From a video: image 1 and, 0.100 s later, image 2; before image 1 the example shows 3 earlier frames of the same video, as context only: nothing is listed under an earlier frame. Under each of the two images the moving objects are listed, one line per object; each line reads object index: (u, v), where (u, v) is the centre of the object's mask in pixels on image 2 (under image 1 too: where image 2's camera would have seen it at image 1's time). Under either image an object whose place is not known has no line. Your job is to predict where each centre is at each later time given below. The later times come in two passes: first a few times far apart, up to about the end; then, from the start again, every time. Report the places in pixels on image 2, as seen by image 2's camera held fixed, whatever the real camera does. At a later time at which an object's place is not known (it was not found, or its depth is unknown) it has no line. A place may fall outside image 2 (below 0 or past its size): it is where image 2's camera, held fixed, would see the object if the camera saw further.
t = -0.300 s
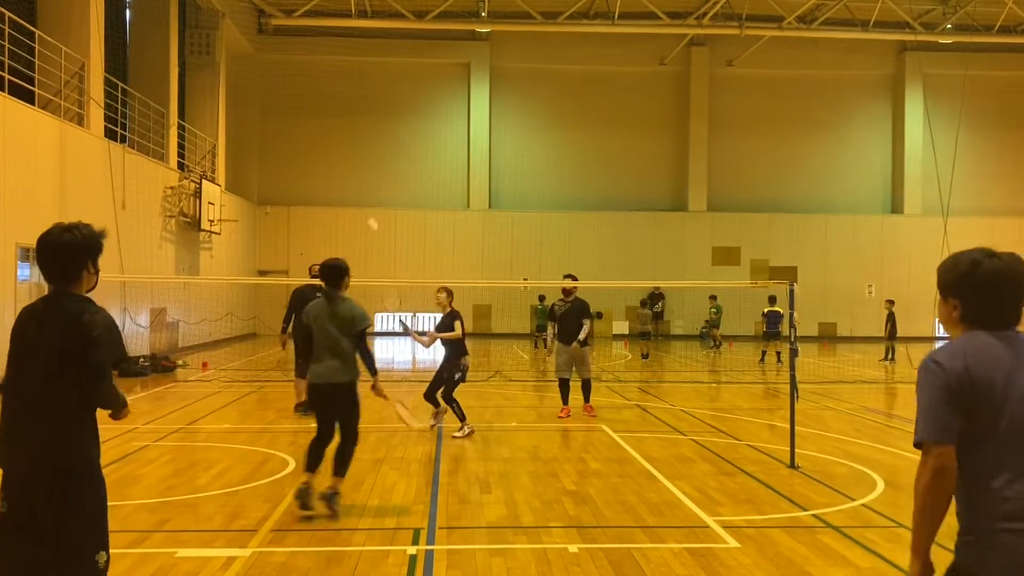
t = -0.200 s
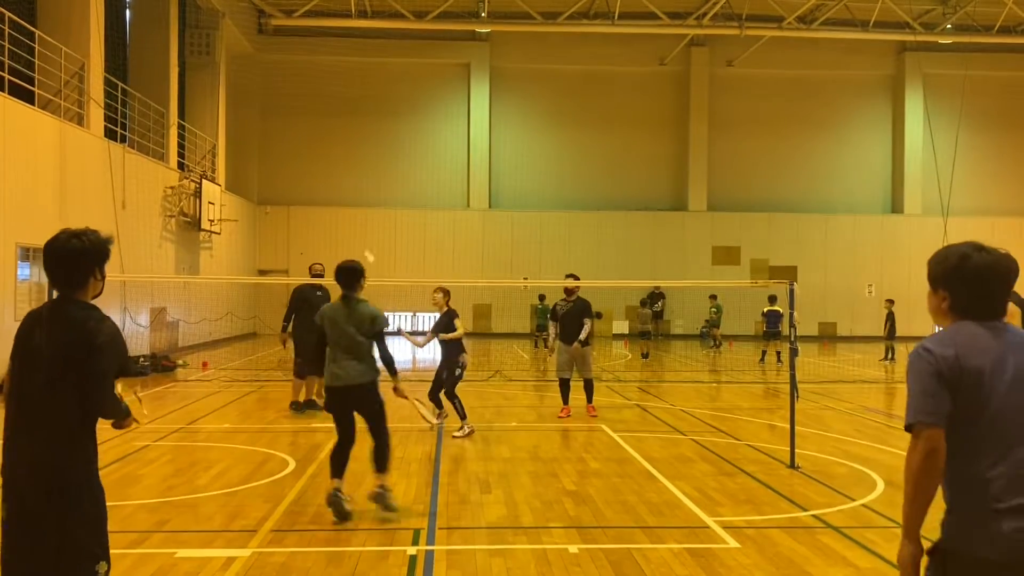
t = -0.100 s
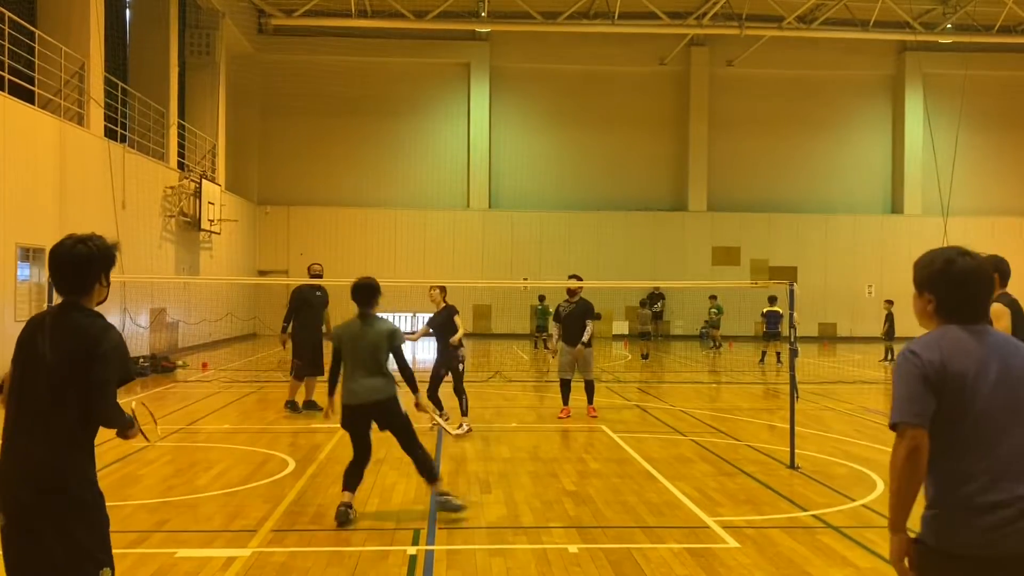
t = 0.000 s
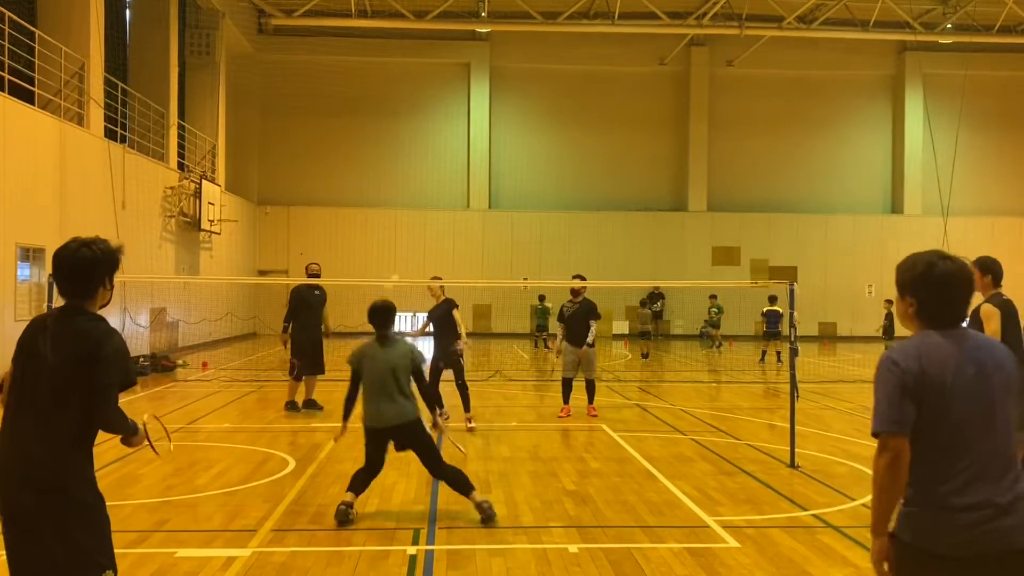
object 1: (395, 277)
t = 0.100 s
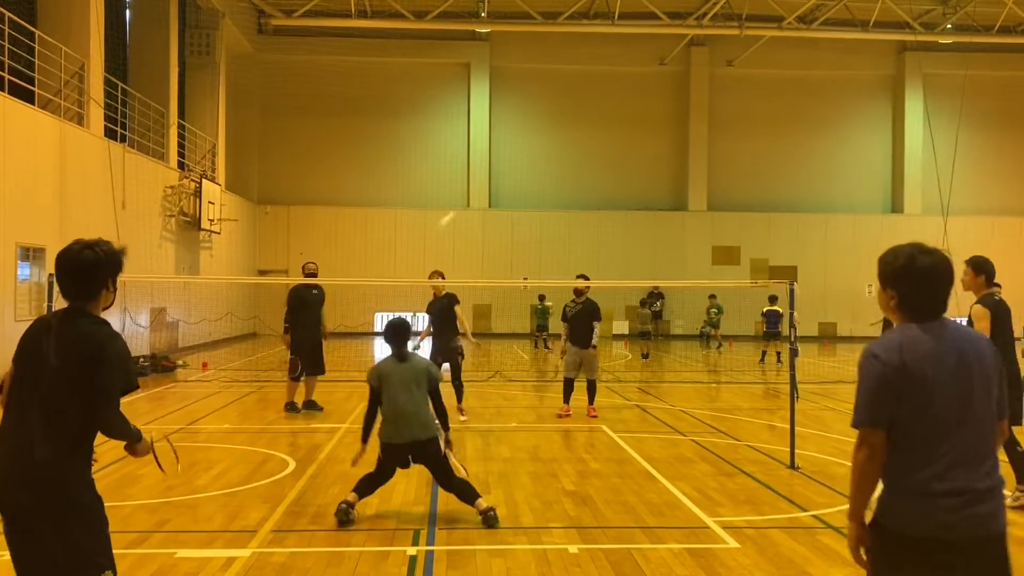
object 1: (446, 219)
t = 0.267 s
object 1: (523, 155)
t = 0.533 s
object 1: (633, 129)
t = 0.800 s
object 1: (744, 203)
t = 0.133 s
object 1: (463, 204)
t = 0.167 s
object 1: (481, 187)
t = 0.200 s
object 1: (495, 176)
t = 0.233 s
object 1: (510, 164)
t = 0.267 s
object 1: (523, 155)
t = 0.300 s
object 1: (538, 147)
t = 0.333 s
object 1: (551, 141)
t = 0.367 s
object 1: (564, 136)
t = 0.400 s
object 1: (578, 131)
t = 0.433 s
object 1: (592, 128)
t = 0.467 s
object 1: (606, 127)
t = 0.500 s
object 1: (620, 128)
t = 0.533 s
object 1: (633, 129)
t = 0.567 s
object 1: (647, 133)
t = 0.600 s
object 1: (661, 137)
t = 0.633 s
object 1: (674, 144)
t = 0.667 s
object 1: (688, 152)
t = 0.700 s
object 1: (703, 162)
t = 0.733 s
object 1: (718, 174)
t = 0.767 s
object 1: (731, 188)
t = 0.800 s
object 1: (744, 203)
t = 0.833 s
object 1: (756, 220)
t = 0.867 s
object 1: (767, 239)
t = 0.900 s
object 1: (777, 260)
